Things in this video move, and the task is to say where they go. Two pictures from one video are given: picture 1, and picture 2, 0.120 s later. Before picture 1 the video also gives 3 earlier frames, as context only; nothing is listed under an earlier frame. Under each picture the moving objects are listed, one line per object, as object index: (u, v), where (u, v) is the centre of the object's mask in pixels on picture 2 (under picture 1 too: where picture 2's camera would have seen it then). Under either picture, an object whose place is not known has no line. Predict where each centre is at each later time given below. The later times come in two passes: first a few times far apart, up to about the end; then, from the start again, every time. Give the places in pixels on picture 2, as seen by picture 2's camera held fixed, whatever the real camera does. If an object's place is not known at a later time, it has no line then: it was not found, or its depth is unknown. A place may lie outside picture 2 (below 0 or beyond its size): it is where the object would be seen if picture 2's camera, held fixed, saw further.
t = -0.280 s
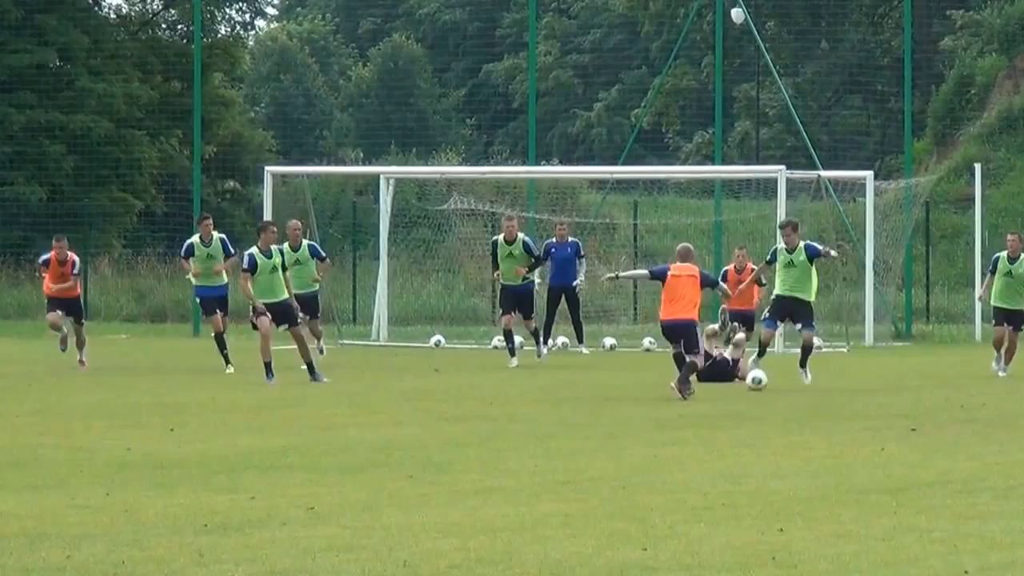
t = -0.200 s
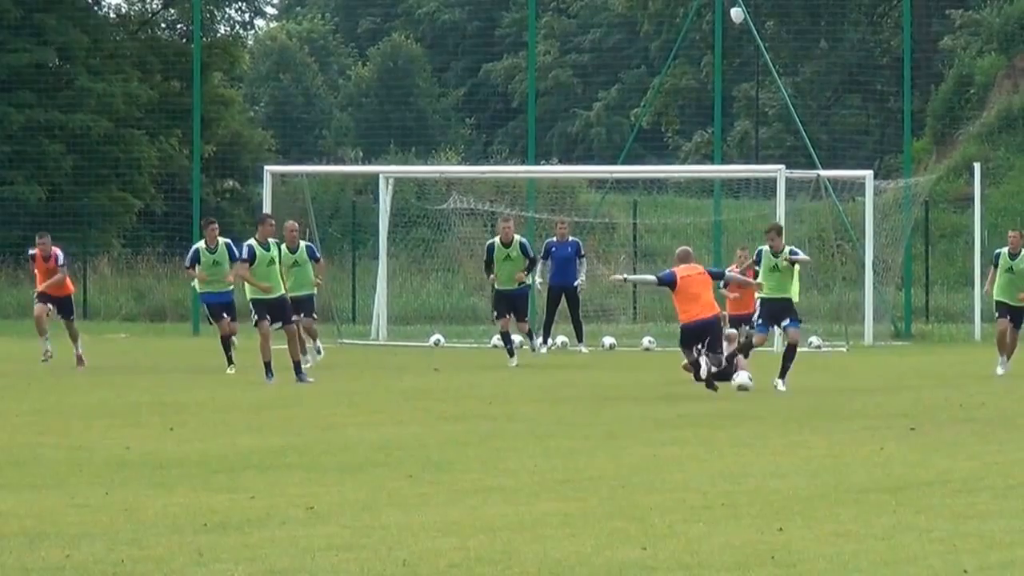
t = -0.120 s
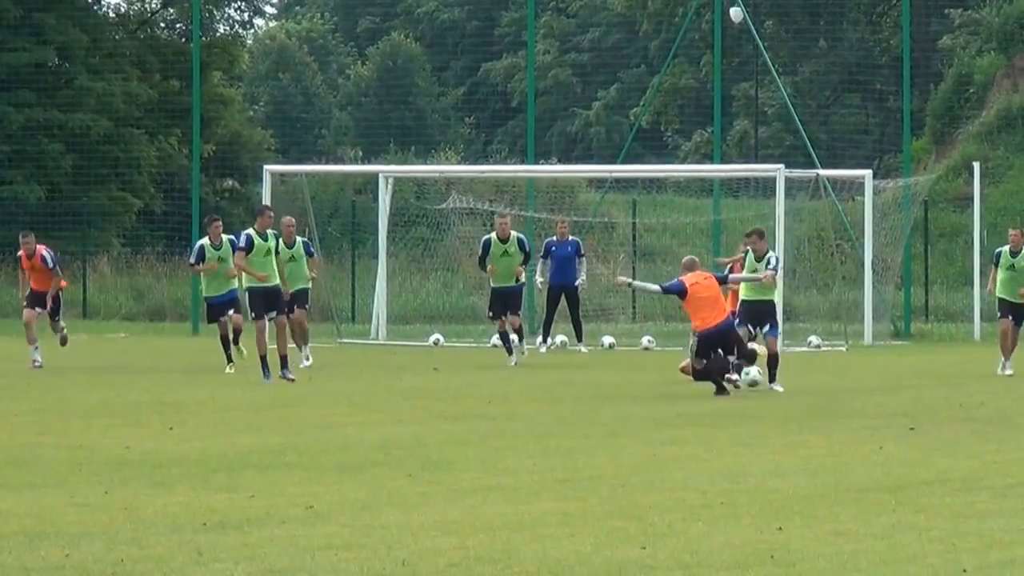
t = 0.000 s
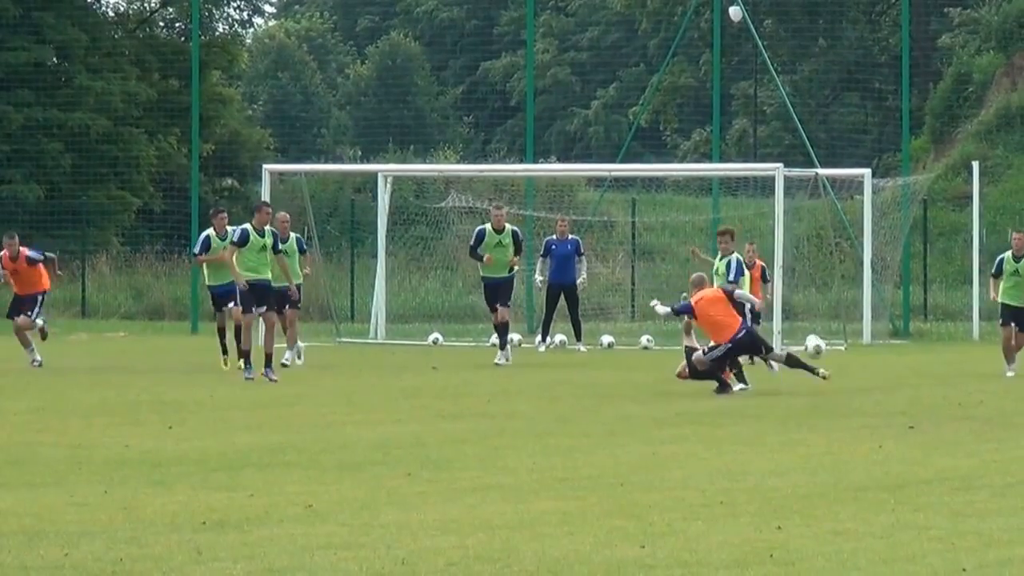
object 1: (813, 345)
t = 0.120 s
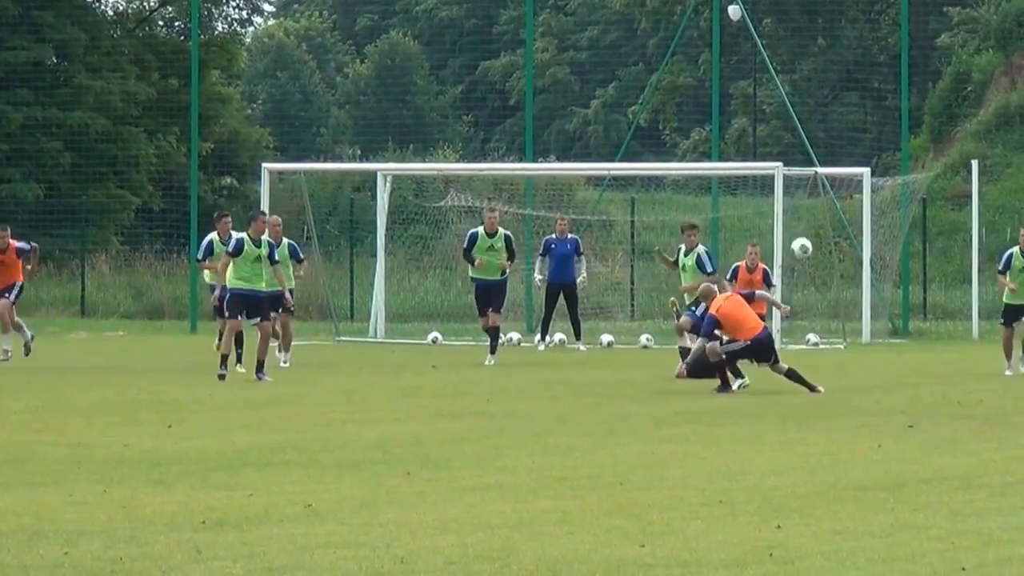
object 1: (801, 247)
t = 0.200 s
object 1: (794, 191)
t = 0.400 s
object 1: (776, 77)
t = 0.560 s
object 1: (764, 14)
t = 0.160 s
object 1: (797, 218)
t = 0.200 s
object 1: (794, 191)
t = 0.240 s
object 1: (790, 164)
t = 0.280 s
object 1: (786, 141)
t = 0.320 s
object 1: (782, 118)
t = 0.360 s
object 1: (779, 97)
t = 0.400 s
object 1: (776, 77)
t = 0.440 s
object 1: (773, 59)
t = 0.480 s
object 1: (770, 43)
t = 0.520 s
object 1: (767, 28)
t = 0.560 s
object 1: (764, 14)
